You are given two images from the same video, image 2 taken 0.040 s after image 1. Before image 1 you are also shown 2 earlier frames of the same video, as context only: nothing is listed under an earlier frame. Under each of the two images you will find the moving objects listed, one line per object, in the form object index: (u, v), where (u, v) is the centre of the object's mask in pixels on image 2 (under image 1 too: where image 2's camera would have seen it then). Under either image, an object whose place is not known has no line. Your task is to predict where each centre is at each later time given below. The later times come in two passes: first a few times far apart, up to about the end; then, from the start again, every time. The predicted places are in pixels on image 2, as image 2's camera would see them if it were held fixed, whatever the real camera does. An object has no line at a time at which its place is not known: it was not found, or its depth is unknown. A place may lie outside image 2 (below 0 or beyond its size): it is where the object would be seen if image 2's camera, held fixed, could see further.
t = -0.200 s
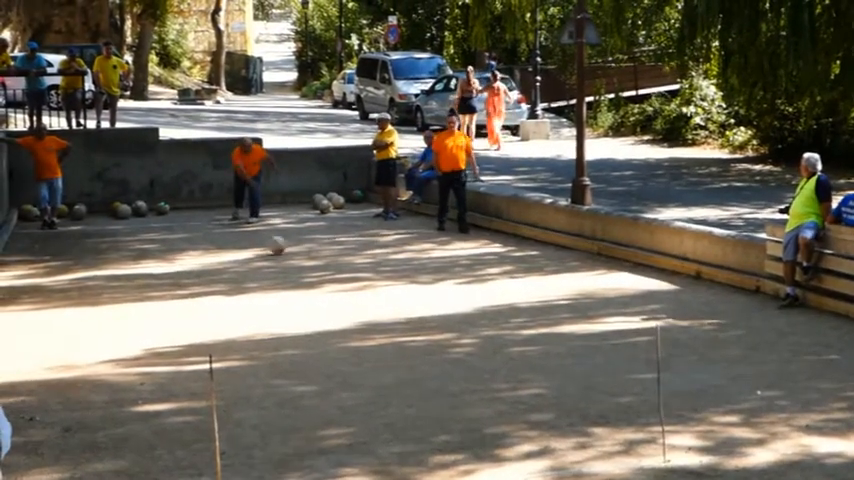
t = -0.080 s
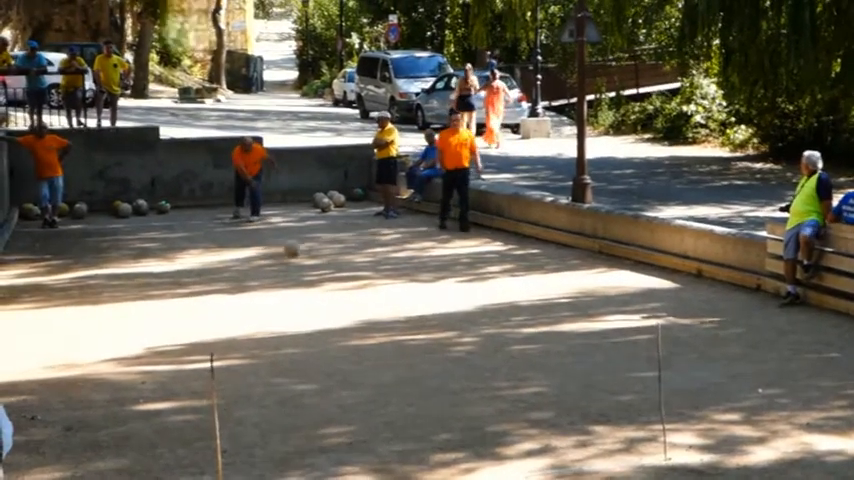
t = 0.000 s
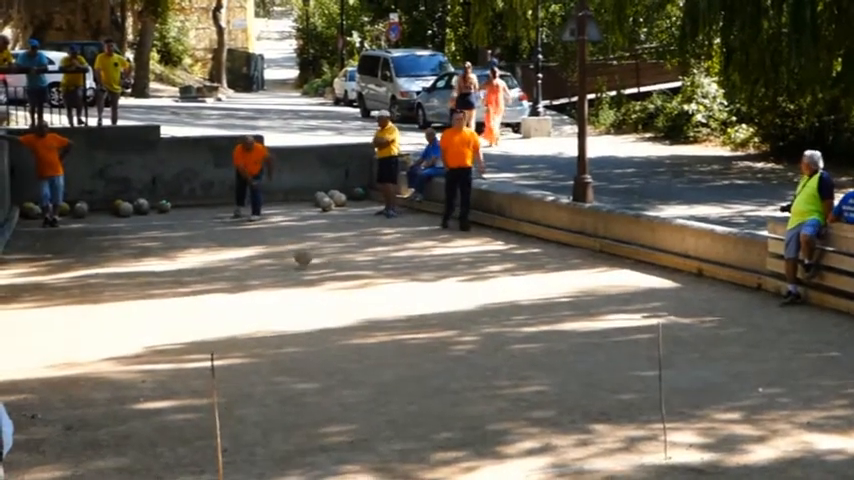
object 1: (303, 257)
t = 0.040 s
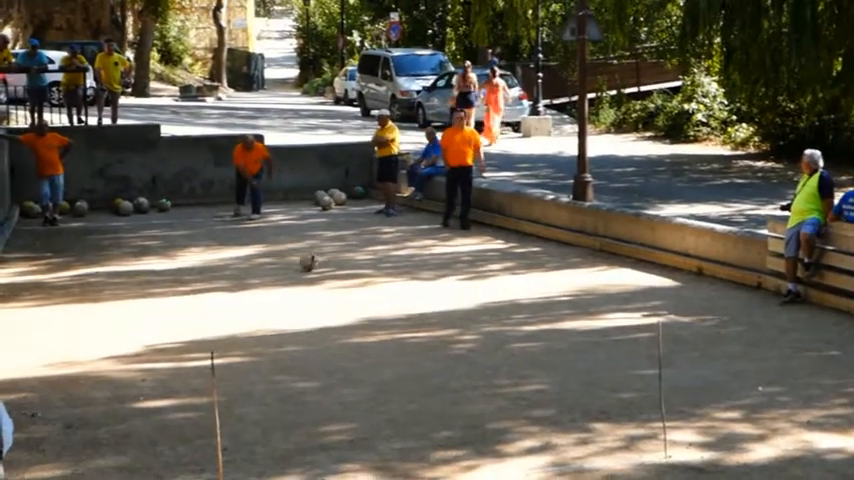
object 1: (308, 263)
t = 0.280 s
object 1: (340, 280)
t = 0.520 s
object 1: (375, 303)
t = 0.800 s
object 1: (430, 334)
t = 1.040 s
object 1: (483, 366)
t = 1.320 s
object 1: (565, 410)
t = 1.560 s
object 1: (651, 464)
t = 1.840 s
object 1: (786, 553)
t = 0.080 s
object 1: (314, 265)
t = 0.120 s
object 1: (318, 265)
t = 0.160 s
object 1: (324, 268)
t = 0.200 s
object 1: (329, 270)
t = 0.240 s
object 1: (335, 275)
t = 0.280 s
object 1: (340, 280)
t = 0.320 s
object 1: (346, 281)
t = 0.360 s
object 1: (352, 284)
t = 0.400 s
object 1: (357, 289)
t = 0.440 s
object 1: (361, 295)
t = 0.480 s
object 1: (368, 300)
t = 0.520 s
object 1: (375, 303)
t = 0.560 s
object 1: (384, 307)
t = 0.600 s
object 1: (391, 309)
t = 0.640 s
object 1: (399, 313)
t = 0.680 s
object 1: (406, 319)
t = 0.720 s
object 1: (414, 324)
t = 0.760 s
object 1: (422, 329)
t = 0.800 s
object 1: (430, 334)
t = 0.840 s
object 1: (438, 339)
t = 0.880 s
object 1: (449, 345)
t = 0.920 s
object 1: (457, 347)
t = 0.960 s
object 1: (465, 352)
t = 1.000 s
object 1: (473, 358)
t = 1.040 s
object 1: (483, 366)
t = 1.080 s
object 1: (492, 371)
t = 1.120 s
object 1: (503, 376)
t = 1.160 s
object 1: (515, 383)
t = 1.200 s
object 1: (527, 388)
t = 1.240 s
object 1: (539, 392)
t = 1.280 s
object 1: (552, 402)
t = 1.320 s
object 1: (565, 410)
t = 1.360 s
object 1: (578, 418)
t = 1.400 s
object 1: (591, 424)
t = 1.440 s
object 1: (605, 431)
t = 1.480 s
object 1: (621, 441)
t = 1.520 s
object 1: (635, 454)
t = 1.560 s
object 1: (651, 464)
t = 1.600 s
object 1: (668, 475)
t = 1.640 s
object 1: (687, 487)
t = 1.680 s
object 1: (704, 499)
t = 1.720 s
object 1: (723, 507)
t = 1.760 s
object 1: (744, 520)
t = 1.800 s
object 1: (765, 536)
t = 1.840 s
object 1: (786, 553)
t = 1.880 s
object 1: (810, 567)
